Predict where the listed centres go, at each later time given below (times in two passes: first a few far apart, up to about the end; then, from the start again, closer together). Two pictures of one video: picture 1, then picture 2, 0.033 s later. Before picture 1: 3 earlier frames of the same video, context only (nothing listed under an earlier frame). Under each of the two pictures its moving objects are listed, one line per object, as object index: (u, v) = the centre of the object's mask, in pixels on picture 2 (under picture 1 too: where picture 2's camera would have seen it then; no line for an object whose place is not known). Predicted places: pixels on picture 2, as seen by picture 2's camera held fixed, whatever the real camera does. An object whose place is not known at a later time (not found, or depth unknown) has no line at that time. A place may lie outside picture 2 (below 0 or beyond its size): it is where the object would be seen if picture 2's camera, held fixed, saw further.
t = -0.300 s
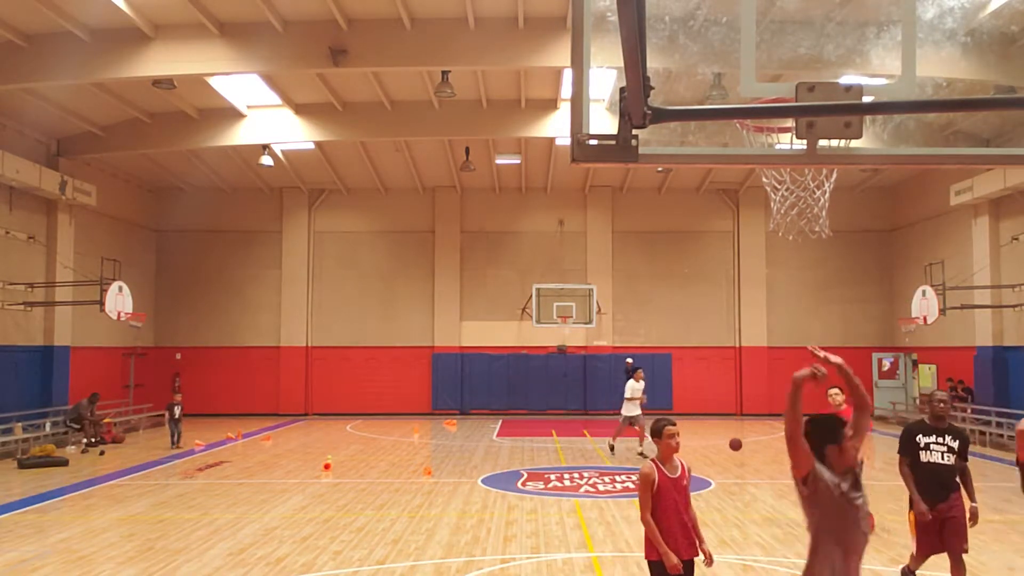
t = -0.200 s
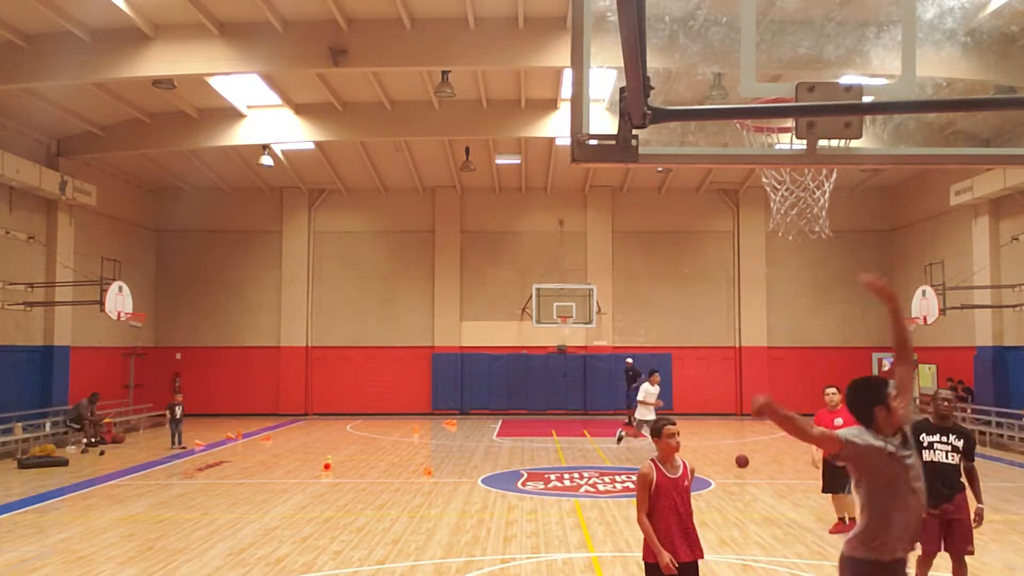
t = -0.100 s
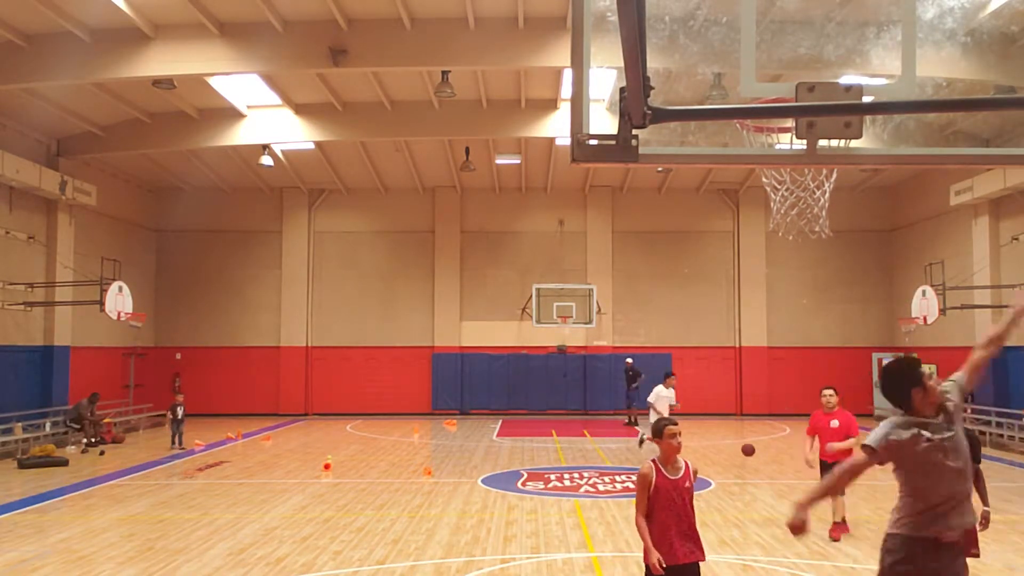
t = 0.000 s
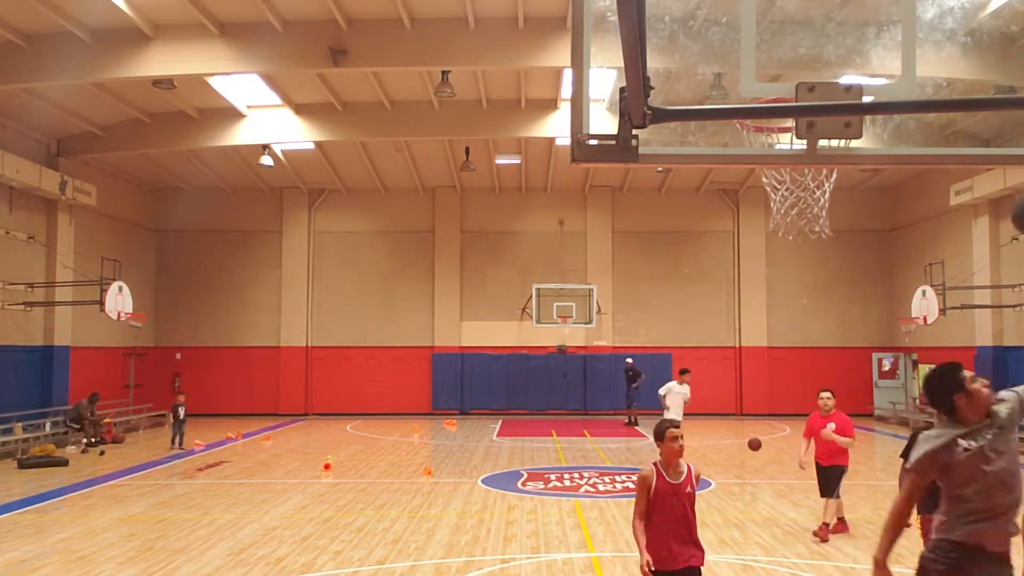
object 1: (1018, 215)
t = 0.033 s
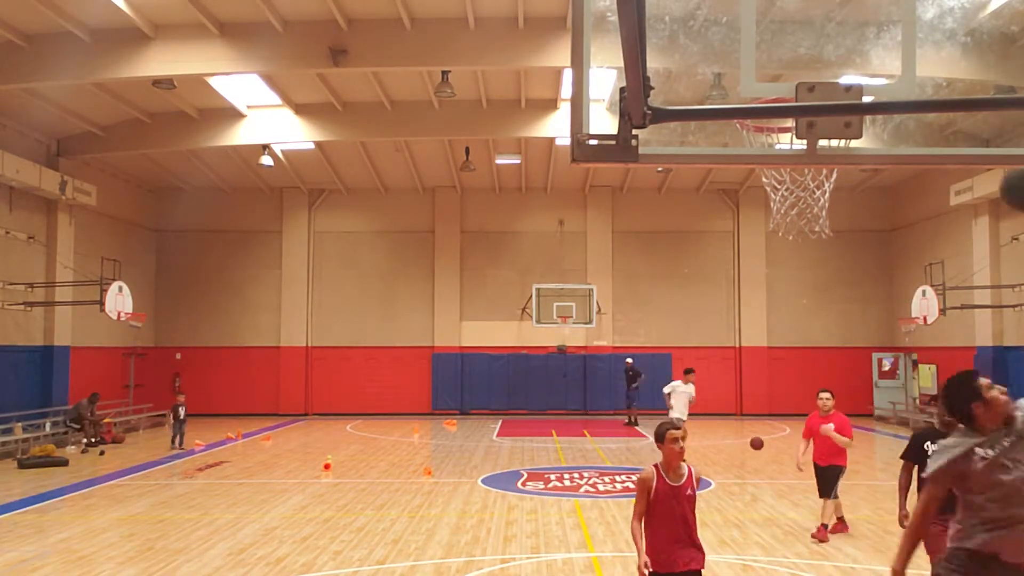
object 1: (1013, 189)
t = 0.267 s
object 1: (947, 49)
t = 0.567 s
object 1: (810, 64)
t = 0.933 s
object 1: (784, 197)
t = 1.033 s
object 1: (808, 228)
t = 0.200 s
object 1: (973, 75)
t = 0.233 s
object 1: (959, 64)
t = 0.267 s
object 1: (947, 49)
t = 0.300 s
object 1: (938, 36)
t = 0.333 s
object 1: (923, 27)
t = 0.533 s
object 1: (827, 49)
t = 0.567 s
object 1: (810, 64)
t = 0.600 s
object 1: (796, 74)
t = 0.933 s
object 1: (784, 197)
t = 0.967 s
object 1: (795, 218)
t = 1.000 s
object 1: (801, 223)
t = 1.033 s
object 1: (808, 228)
